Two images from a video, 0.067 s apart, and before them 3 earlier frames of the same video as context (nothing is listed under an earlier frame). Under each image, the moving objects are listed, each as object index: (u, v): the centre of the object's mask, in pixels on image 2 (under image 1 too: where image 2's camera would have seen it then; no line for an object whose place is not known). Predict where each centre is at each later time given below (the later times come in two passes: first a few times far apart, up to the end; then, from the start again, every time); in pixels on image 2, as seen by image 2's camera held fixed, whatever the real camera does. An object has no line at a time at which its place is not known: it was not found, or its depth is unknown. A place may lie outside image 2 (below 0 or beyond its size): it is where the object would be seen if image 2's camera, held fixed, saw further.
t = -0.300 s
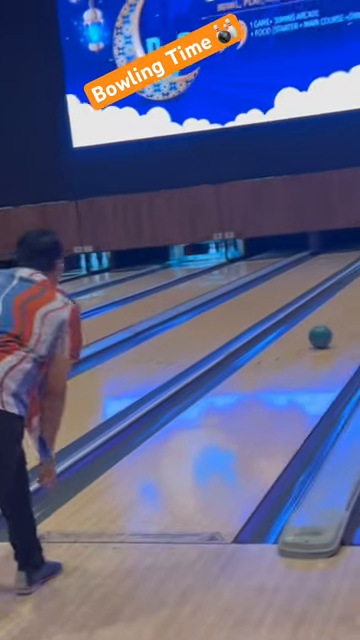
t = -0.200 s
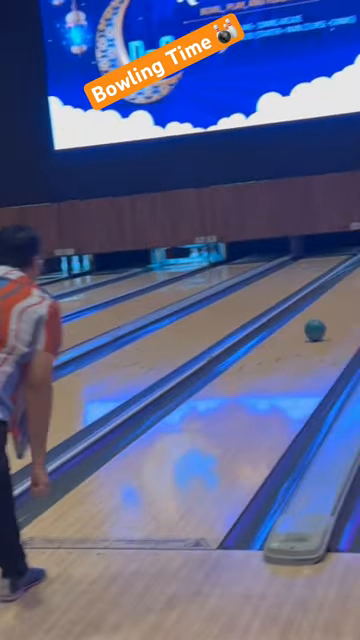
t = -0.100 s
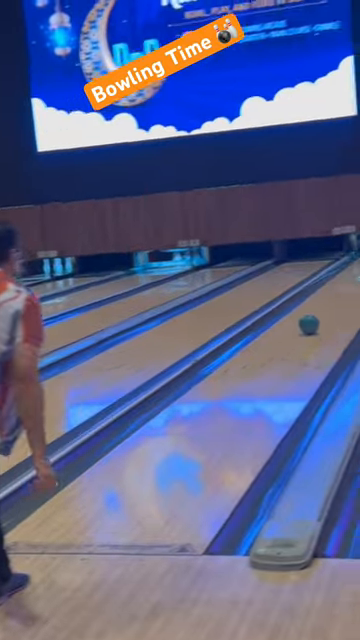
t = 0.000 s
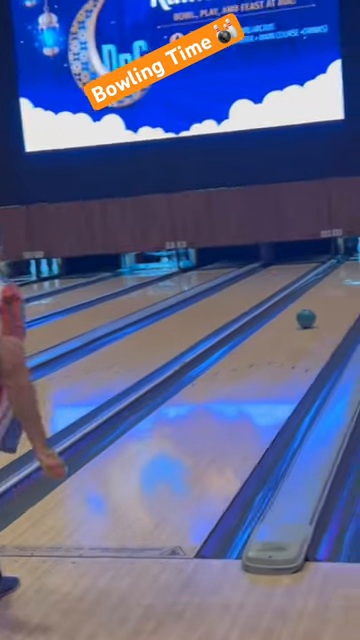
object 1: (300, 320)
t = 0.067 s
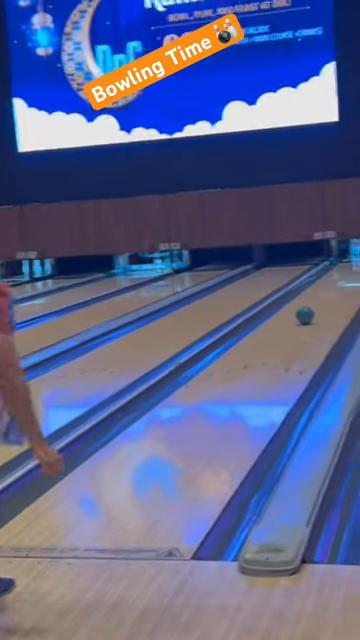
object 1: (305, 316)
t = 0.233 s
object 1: (317, 304)
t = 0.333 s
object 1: (323, 298)
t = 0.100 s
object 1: (307, 313)
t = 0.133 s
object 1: (310, 311)
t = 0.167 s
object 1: (313, 309)
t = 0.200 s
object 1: (314, 306)
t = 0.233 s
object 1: (317, 304)
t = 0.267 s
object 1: (319, 302)
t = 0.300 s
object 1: (321, 300)
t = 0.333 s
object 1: (323, 298)
